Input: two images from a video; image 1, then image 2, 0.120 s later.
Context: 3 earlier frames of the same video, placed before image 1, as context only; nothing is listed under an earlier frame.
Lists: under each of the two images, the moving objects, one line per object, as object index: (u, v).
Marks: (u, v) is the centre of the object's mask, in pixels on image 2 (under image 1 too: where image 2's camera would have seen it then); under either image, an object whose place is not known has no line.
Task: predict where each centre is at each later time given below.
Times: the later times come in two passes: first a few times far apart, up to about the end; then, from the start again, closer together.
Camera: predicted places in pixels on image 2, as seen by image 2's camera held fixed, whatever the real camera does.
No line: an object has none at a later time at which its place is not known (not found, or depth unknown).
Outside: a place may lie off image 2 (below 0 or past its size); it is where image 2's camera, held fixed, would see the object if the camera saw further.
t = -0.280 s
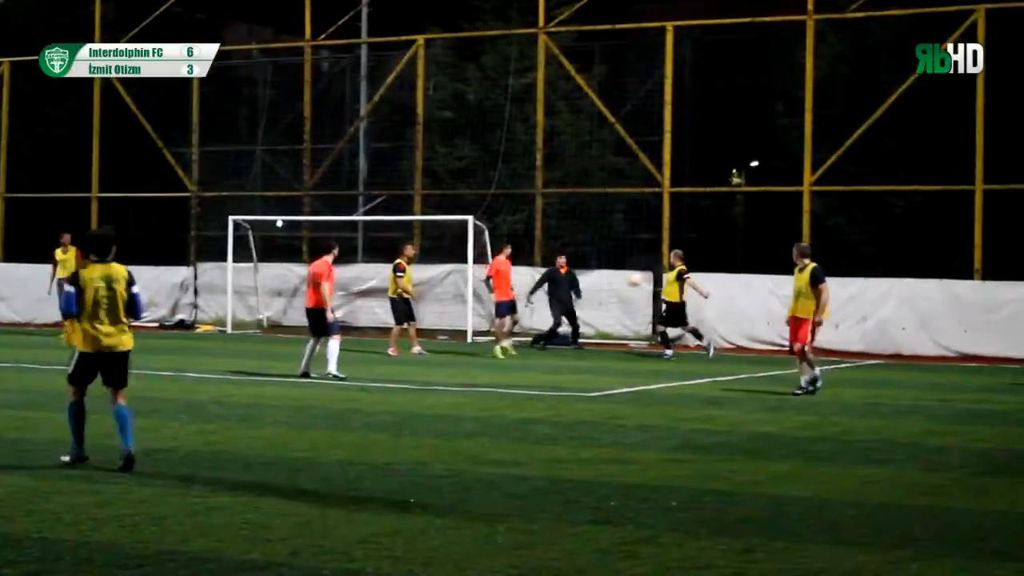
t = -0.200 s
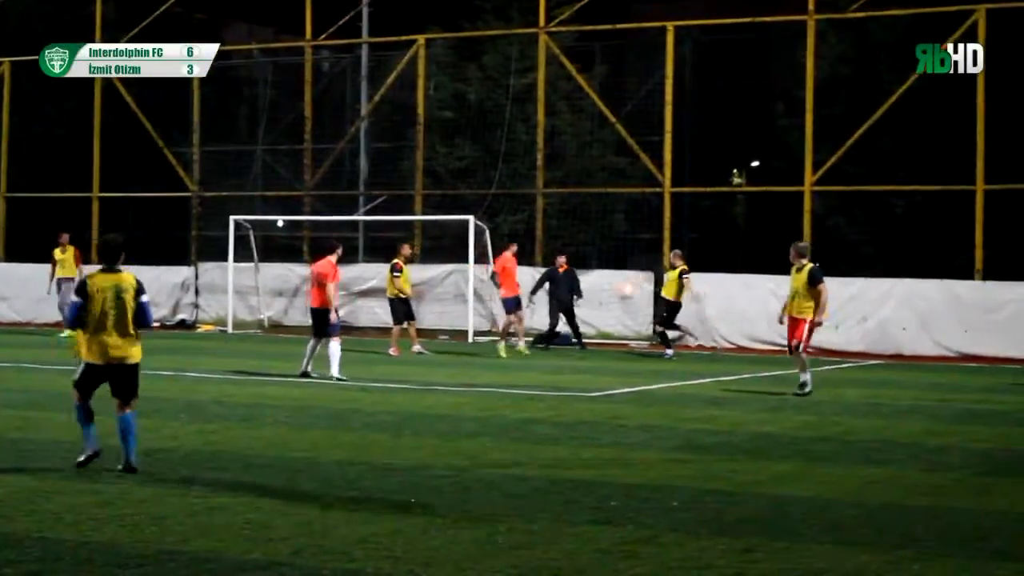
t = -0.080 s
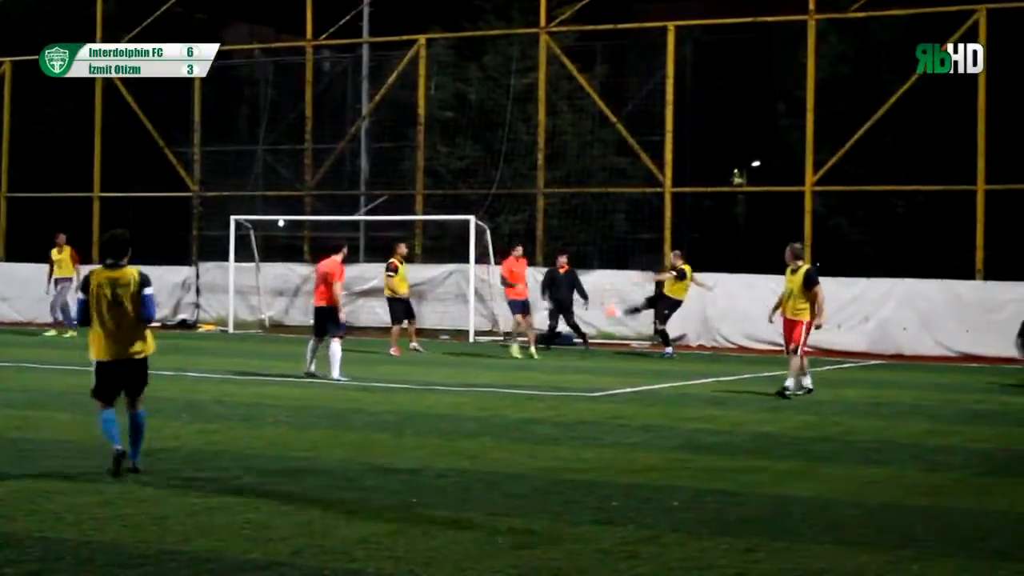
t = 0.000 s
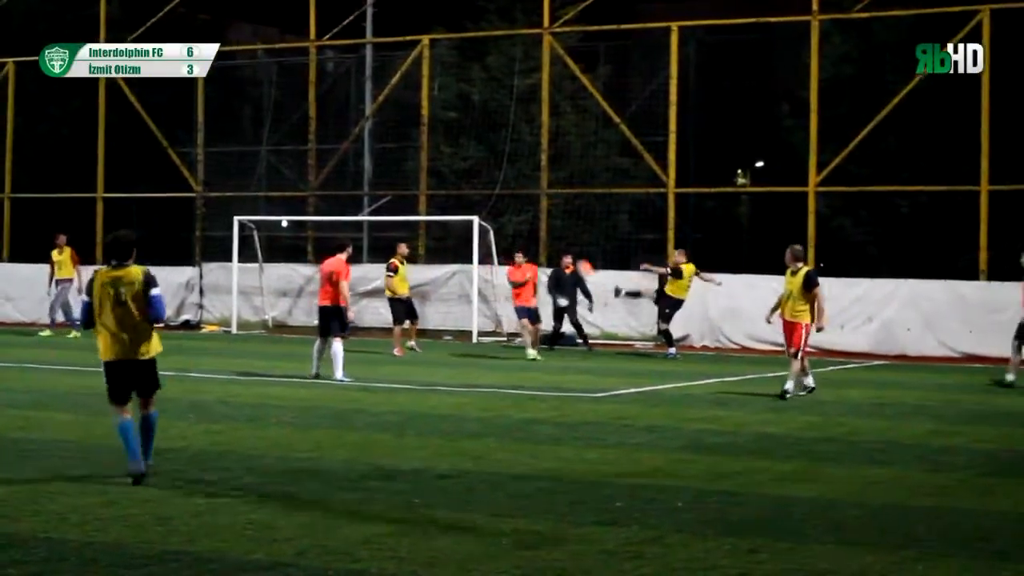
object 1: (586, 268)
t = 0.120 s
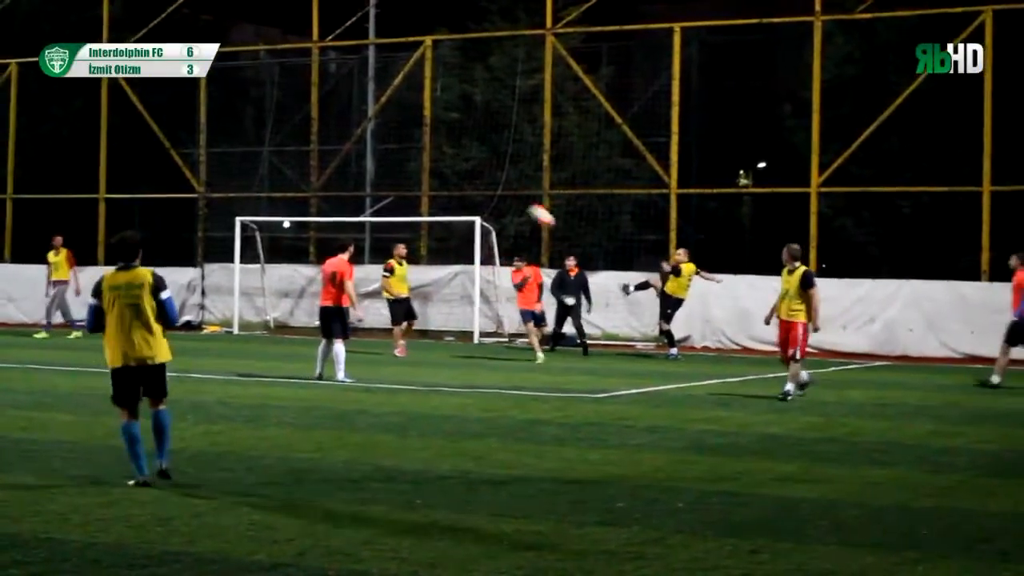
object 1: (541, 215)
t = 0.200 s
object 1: (507, 181)
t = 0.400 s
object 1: (409, 116)
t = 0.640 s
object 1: (263, 84)
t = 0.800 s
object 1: (135, 103)
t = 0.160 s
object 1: (525, 198)
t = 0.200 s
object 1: (507, 181)
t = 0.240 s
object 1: (489, 167)
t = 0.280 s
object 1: (470, 153)
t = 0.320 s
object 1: (450, 140)
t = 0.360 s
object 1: (430, 127)
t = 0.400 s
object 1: (409, 116)
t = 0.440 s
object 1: (388, 107)
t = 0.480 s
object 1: (365, 99)
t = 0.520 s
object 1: (341, 93)
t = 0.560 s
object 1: (315, 88)
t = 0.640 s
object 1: (263, 84)
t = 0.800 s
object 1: (135, 103)
